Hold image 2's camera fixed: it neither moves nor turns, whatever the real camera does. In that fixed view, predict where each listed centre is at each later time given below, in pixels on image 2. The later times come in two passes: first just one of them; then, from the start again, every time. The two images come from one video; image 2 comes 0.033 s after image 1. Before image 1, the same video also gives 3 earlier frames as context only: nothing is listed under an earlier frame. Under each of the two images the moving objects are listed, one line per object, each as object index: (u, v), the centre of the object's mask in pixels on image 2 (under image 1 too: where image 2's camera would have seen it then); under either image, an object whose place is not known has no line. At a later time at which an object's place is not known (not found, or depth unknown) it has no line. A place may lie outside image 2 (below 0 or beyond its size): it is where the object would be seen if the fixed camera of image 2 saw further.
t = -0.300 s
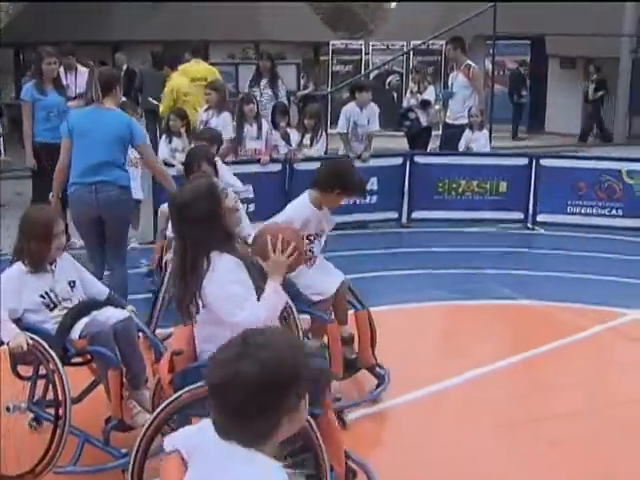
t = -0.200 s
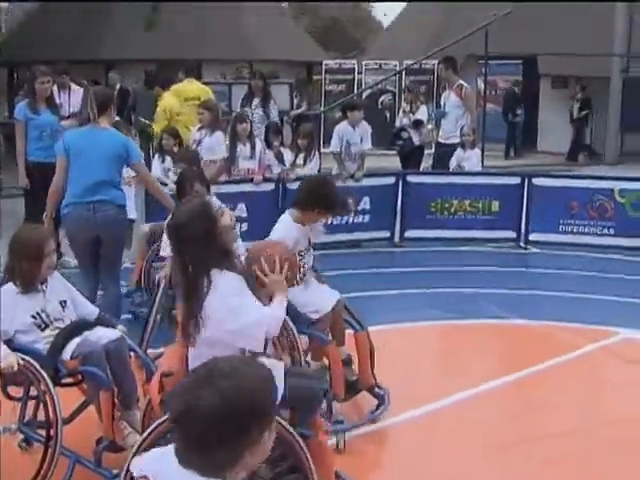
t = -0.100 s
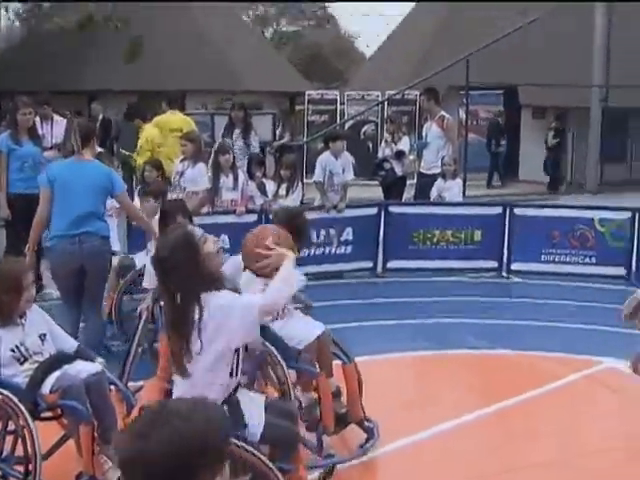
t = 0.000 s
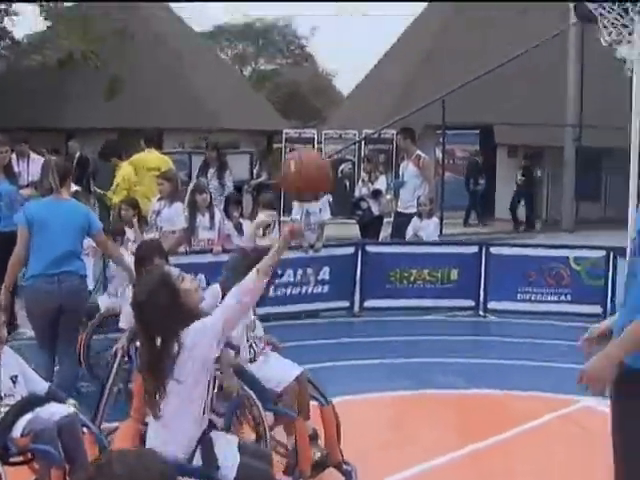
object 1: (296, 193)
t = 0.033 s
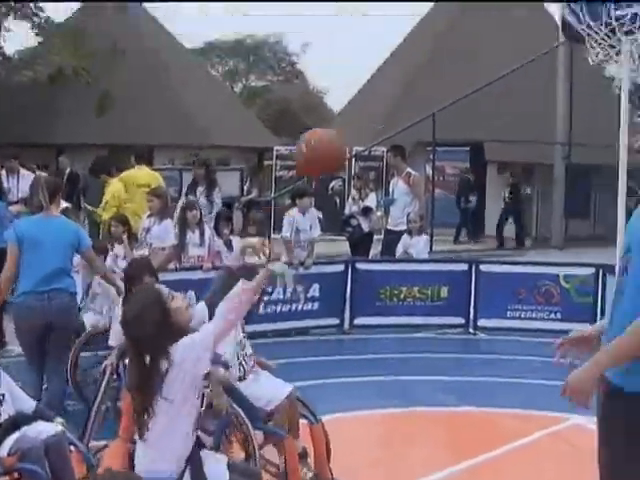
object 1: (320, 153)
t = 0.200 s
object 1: (430, 27)
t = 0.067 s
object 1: (342, 122)
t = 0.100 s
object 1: (365, 92)
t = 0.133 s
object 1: (388, 67)
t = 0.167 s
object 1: (410, 44)
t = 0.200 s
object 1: (430, 27)
